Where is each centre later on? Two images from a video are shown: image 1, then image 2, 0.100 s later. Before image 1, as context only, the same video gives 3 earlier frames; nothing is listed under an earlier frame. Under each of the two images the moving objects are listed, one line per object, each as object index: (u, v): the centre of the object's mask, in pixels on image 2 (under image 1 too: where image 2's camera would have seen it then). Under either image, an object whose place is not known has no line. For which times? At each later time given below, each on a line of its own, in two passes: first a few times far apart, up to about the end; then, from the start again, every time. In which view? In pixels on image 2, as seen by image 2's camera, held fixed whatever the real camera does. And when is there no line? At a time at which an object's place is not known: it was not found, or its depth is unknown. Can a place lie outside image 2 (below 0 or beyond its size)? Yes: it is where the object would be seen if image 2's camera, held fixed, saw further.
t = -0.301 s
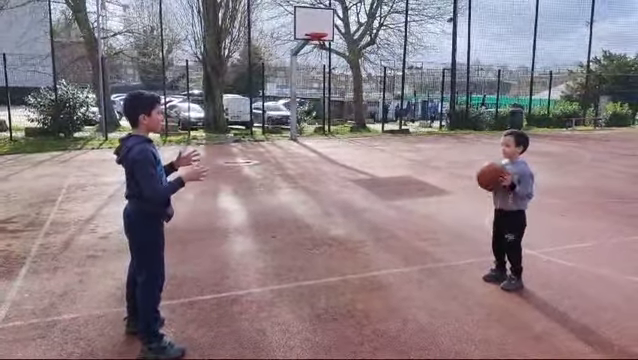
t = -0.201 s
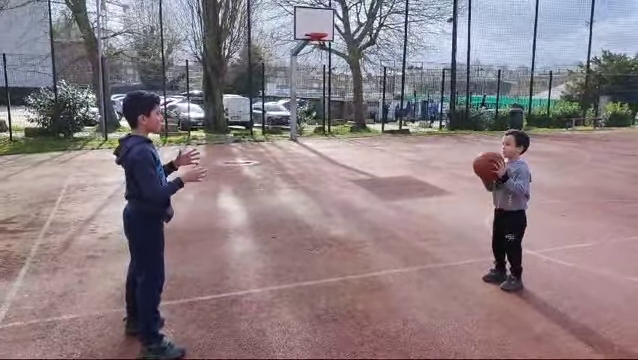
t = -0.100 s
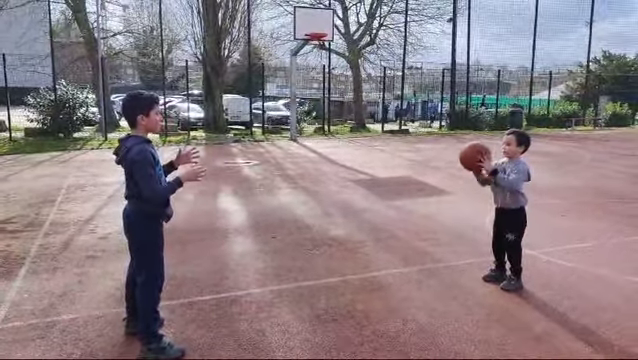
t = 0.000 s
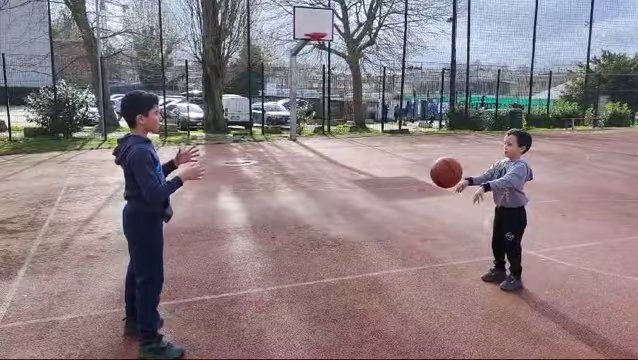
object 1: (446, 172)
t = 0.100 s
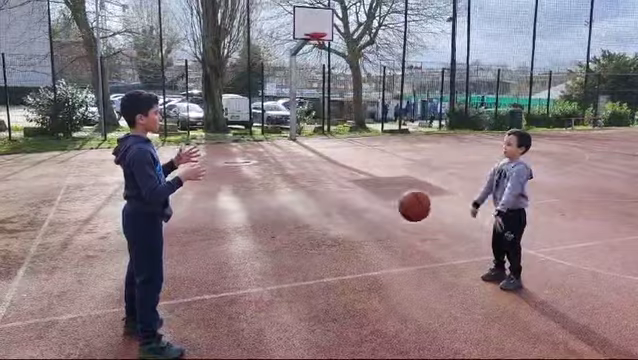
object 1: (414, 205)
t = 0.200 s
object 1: (381, 255)
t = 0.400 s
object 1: (337, 245)
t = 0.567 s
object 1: (307, 214)
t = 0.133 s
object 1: (403, 220)
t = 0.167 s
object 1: (393, 237)
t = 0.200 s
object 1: (381, 255)
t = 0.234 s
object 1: (371, 275)
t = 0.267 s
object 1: (360, 296)
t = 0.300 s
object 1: (355, 281)
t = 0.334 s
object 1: (349, 267)
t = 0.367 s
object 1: (343, 256)
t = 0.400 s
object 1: (337, 245)
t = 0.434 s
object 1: (332, 236)
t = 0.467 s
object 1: (326, 228)
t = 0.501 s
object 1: (320, 222)
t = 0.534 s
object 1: (314, 217)
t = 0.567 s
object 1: (307, 214)
